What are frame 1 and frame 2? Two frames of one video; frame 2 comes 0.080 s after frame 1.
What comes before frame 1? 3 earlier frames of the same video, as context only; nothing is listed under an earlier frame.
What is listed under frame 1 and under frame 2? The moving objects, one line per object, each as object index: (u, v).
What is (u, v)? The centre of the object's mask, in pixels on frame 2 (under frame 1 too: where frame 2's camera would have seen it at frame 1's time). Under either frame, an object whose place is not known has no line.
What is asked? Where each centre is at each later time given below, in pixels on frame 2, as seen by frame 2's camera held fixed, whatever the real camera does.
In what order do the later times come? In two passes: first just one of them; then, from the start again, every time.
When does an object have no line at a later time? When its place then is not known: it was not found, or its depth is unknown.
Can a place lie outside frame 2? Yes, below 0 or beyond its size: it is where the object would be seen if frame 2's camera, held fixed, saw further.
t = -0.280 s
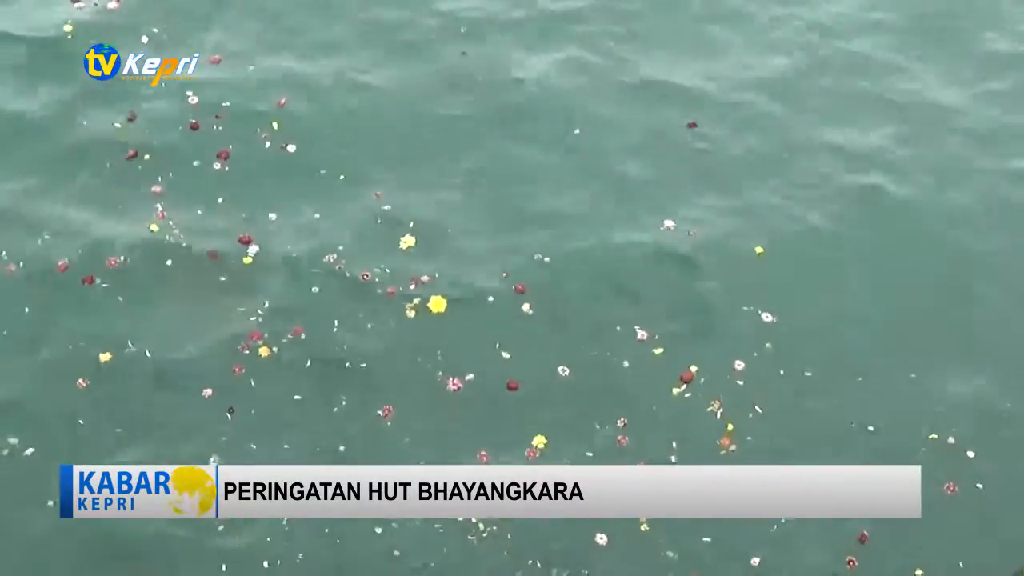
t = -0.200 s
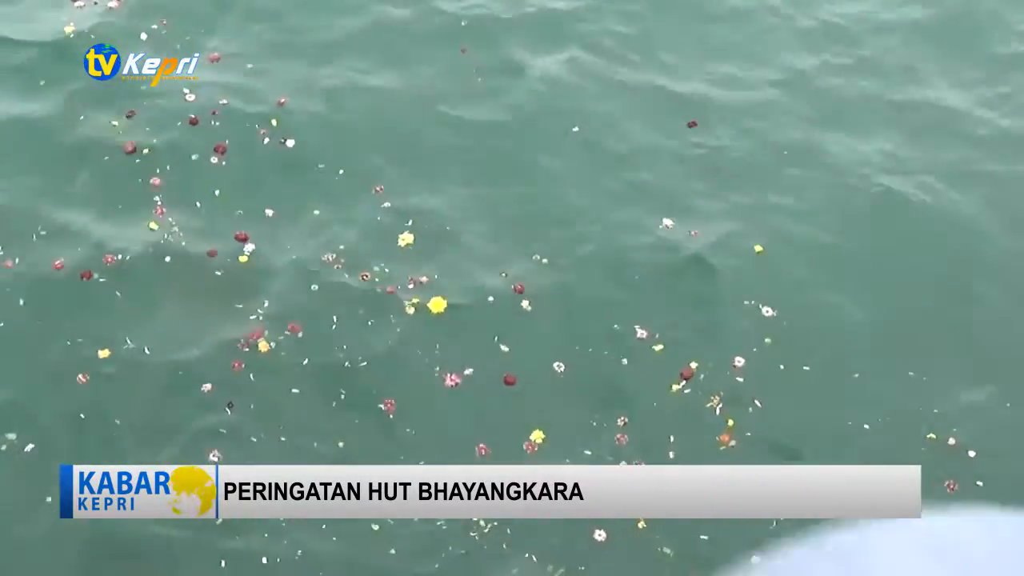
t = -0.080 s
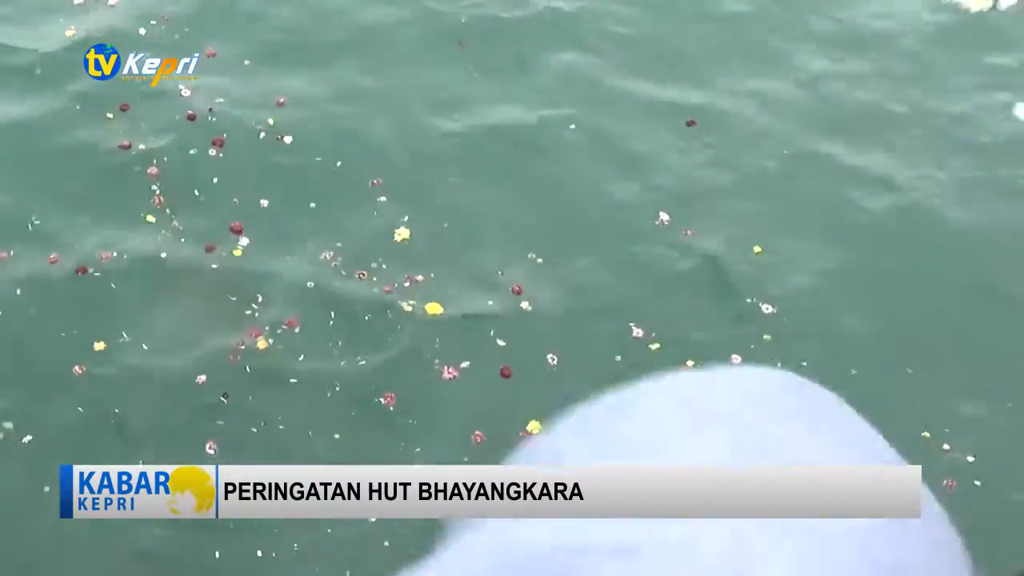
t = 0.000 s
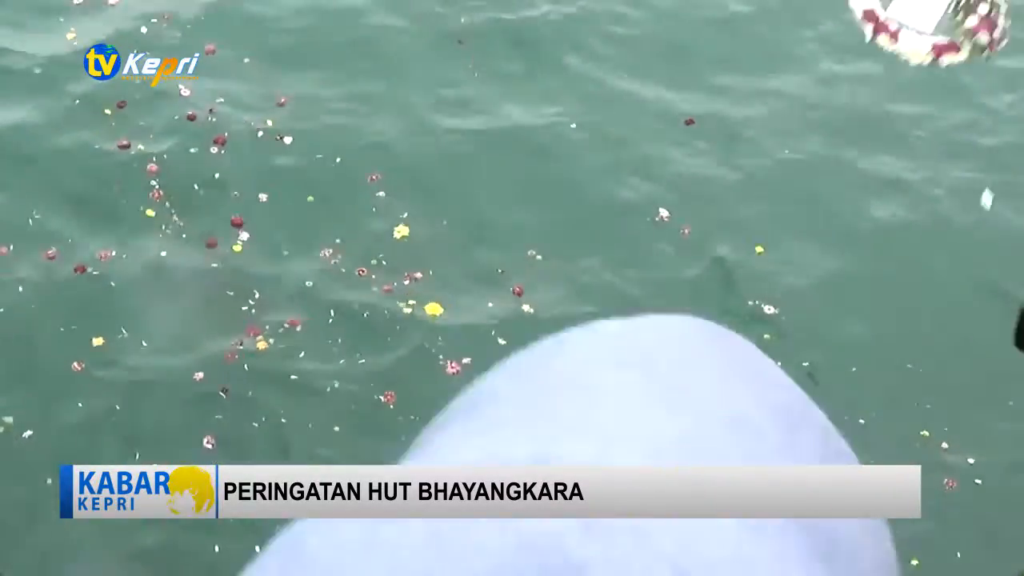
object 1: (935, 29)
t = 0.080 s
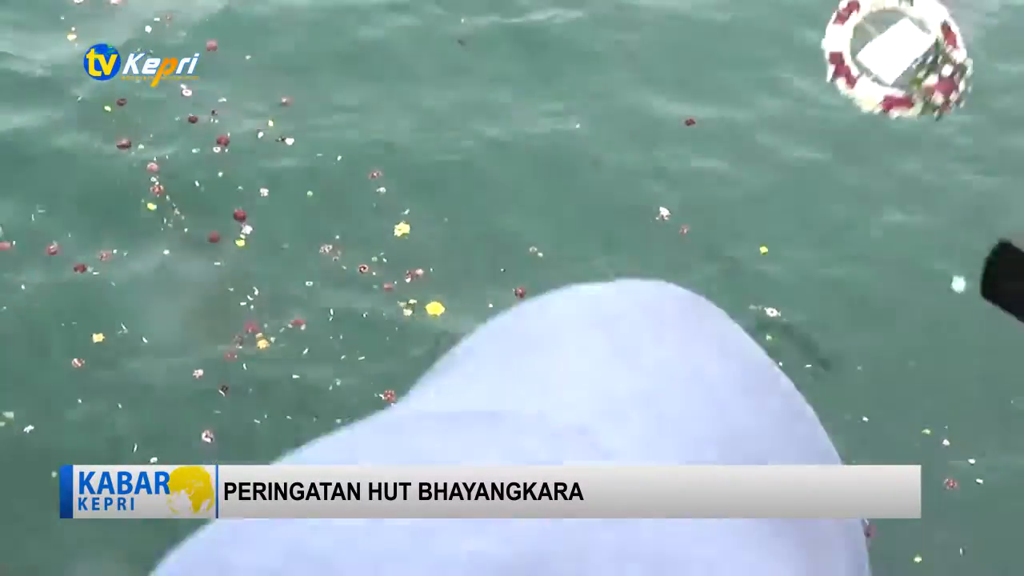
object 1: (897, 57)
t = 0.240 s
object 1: (845, 158)
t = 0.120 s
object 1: (884, 78)
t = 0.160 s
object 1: (872, 103)
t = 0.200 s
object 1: (858, 130)
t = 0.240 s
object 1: (845, 158)
